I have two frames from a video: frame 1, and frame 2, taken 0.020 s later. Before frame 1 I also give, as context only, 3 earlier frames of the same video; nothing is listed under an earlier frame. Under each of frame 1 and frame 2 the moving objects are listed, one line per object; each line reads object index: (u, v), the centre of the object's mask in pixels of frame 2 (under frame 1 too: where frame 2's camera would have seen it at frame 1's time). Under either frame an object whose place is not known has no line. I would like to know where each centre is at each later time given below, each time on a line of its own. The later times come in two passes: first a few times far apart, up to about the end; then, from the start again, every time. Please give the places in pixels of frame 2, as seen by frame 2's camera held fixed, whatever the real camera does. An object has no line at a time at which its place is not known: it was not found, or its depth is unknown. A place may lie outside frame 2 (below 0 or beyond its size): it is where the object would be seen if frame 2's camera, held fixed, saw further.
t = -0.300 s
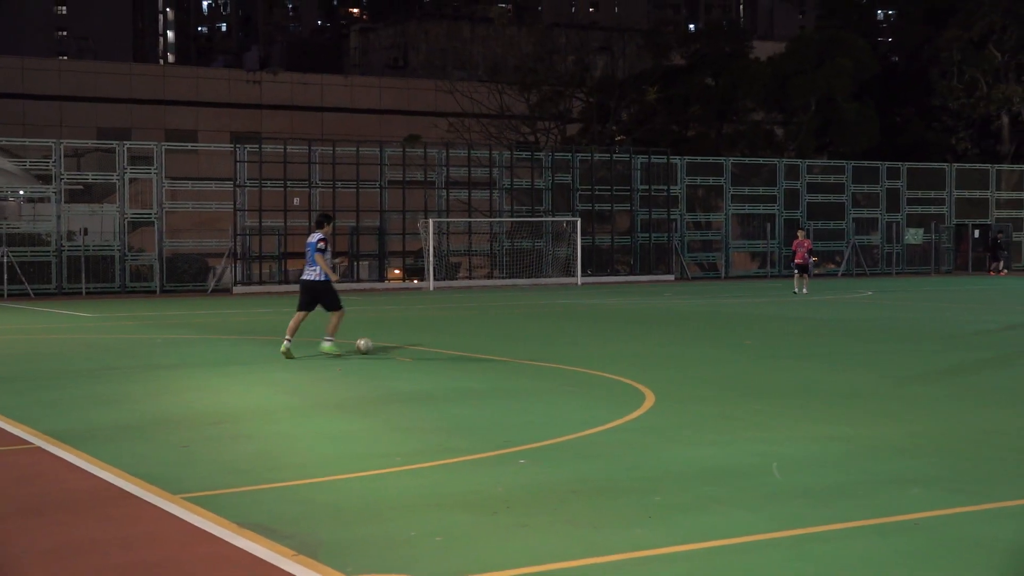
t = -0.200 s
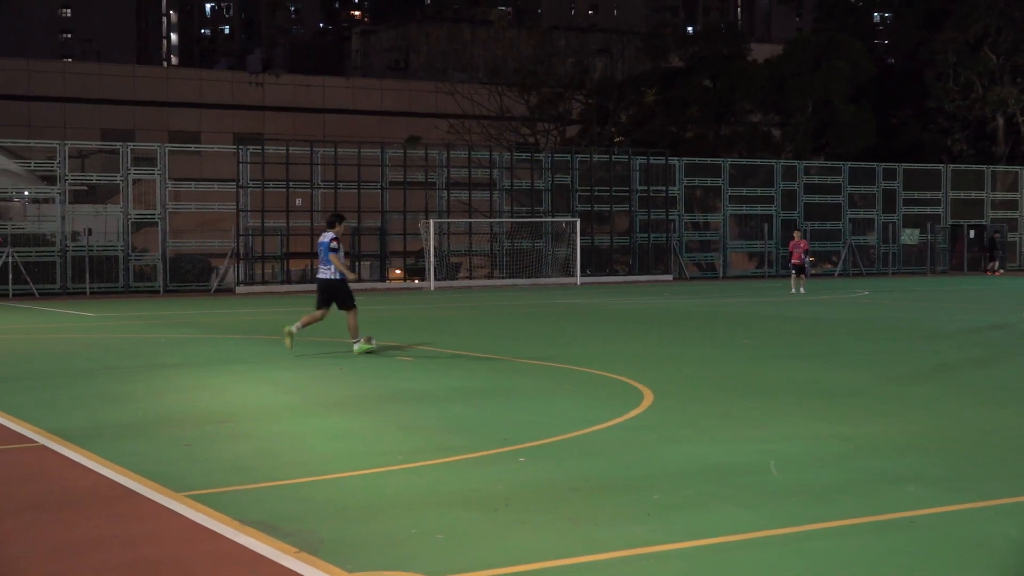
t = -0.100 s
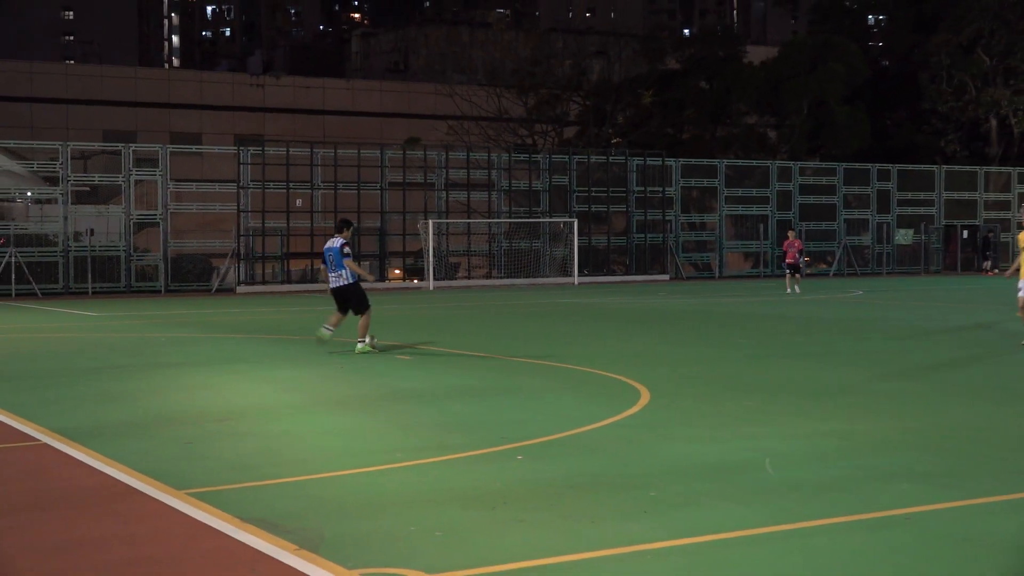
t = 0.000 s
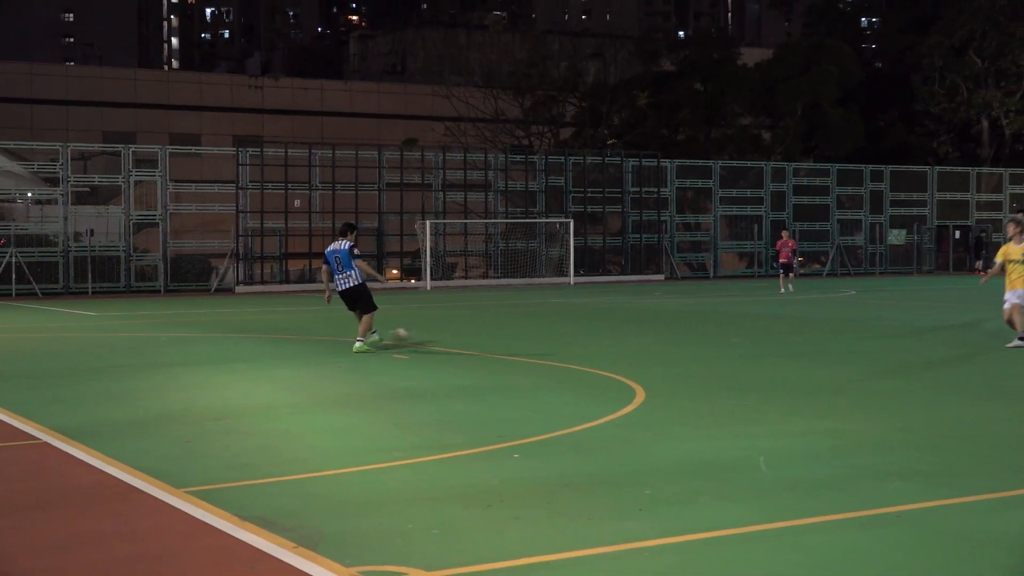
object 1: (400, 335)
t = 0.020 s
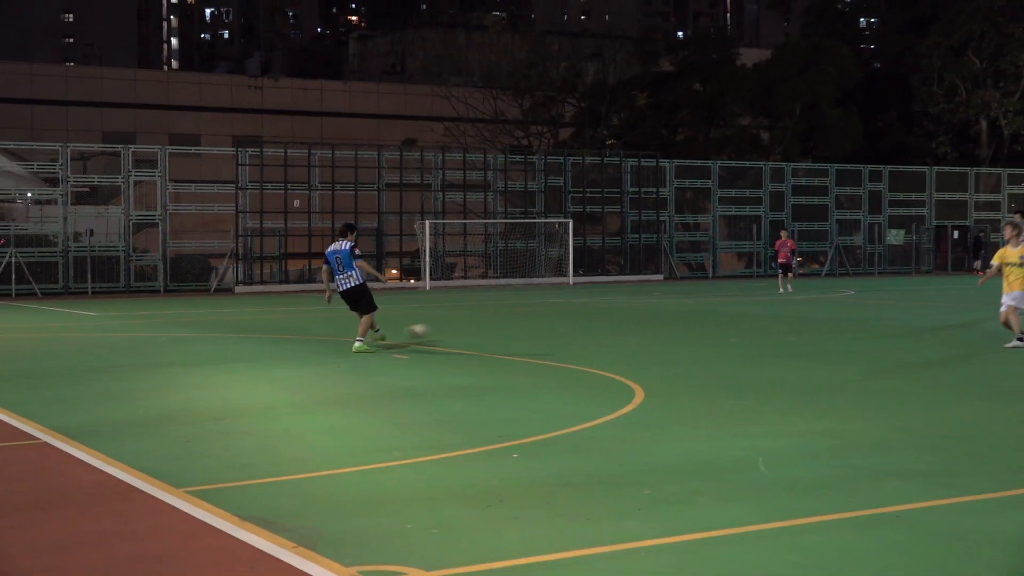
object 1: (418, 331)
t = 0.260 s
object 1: (591, 318)
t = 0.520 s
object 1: (724, 314)
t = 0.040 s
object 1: (433, 328)
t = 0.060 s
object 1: (449, 326)
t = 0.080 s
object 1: (464, 324)
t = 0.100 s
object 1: (479, 322)
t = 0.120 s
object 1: (494, 321)
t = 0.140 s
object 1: (508, 320)
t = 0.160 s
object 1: (523, 319)
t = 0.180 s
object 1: (537, 318)
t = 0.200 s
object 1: (551, 317)
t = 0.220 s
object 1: (564, 317)
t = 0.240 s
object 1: (578, 317)
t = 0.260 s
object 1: (591, 318)
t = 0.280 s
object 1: (603, 319)
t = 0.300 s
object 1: (616, 320)
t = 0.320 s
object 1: (628, 322)
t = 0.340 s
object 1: (640, 323)
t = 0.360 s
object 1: (652, 324)
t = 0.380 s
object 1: (662, 322)
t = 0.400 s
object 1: (671, 320)
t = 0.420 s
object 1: (680, 318)
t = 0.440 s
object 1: (689, 316)
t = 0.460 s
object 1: (698, 315)
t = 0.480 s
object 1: (707, 314)
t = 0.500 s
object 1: (715, 314)
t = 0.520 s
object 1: (724, 314)
